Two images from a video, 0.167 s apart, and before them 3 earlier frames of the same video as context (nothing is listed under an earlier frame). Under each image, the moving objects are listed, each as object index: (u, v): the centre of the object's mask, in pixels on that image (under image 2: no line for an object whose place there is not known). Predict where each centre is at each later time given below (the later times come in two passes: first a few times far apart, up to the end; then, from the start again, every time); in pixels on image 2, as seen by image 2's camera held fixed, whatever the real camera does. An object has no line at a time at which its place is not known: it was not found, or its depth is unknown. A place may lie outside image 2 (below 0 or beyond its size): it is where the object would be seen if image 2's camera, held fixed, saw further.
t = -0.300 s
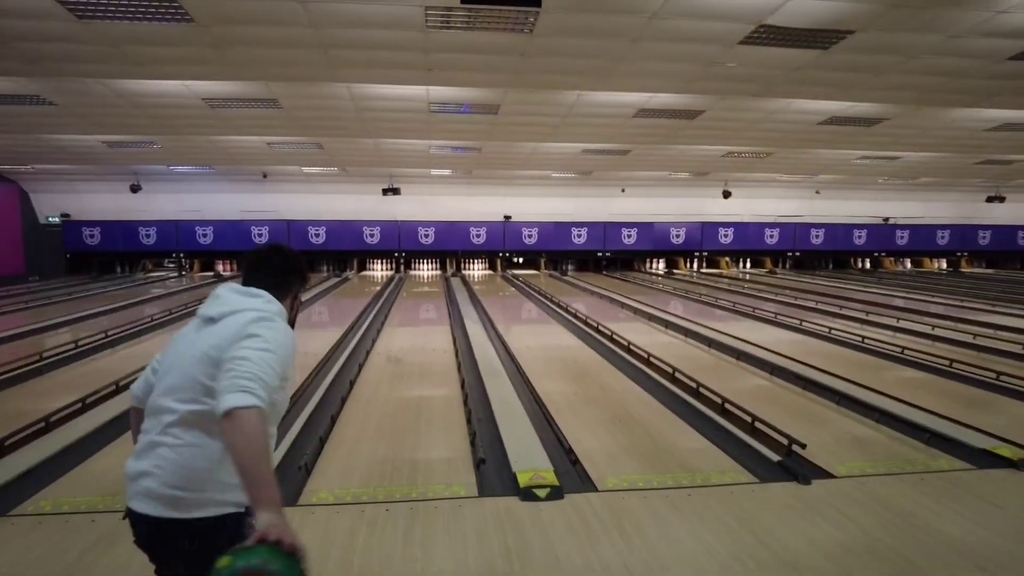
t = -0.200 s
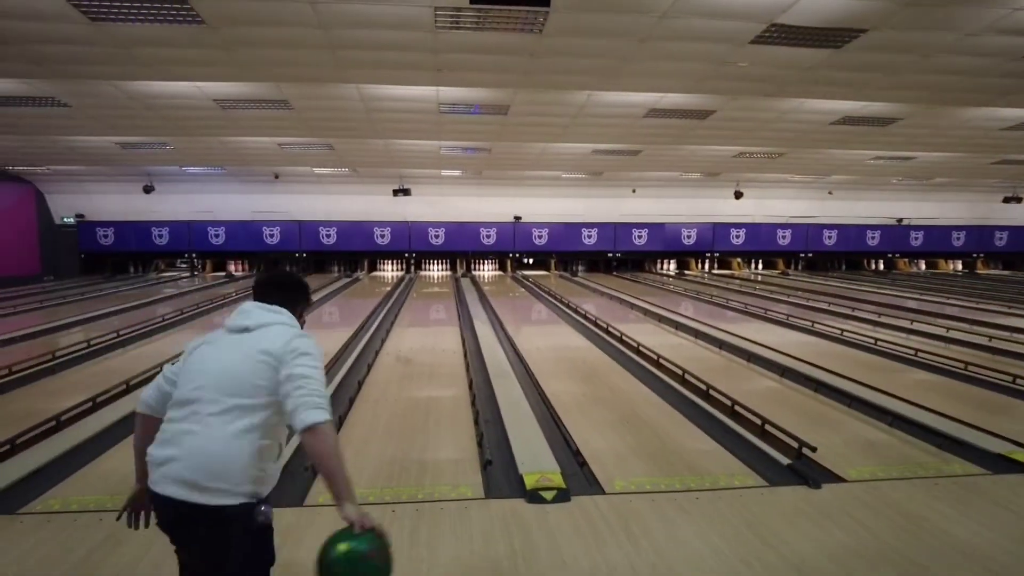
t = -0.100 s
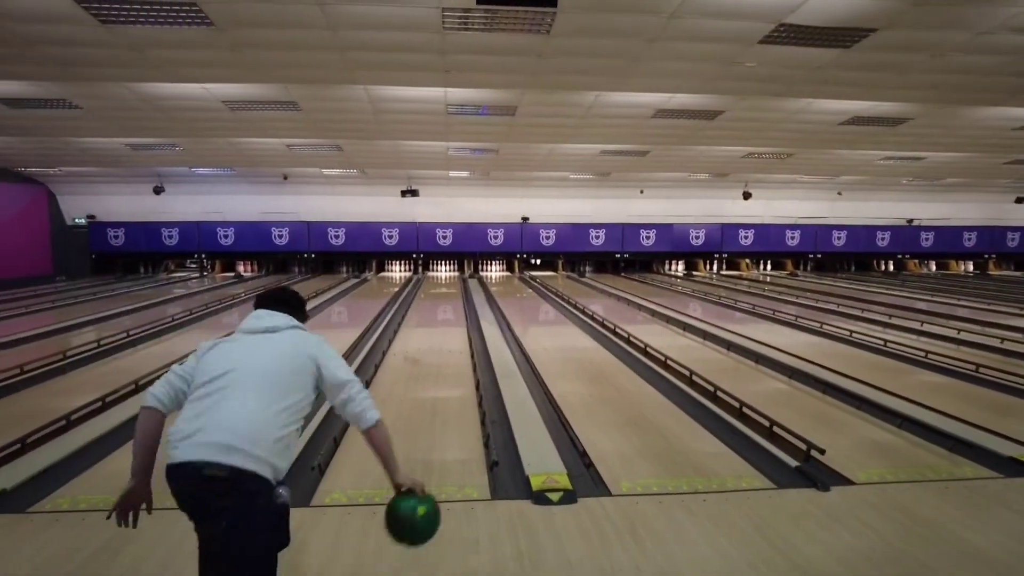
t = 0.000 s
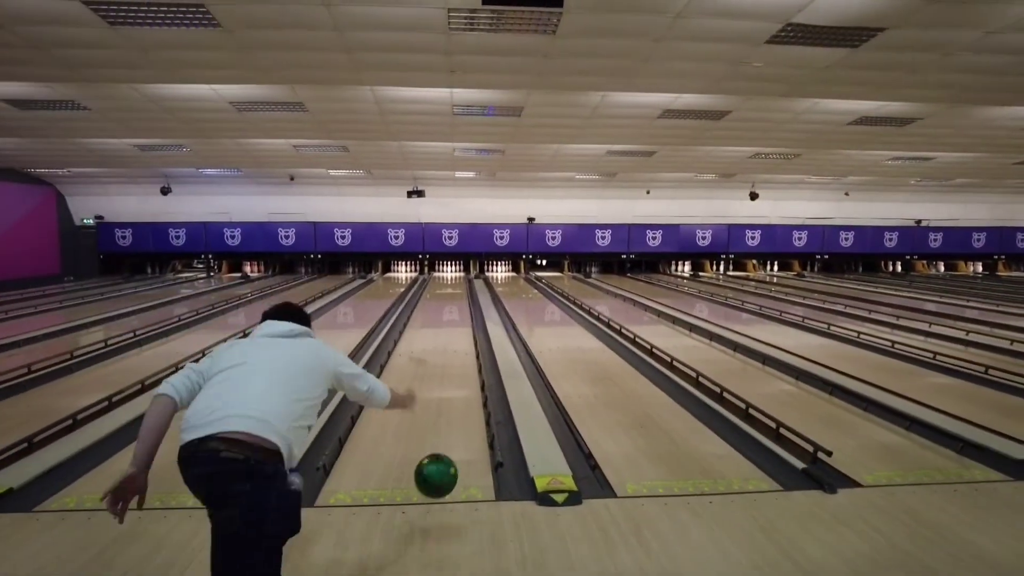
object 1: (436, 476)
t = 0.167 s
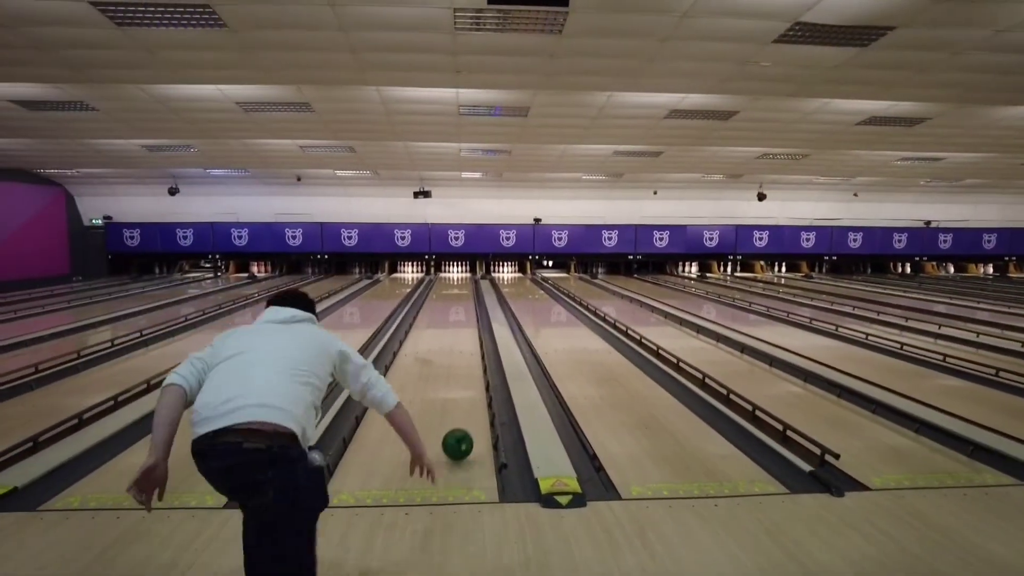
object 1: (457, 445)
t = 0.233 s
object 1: (462, 424)
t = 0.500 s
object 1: (473, 372)
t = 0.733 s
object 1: (473, 344)
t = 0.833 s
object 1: (470, 336)
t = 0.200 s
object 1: (460, 433)
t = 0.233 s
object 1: (462, 424)
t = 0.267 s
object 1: (464, 417)
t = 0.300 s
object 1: (465, 409)
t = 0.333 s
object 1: (467, 402)
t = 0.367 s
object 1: (468, 395)
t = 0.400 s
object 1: (469, 388)
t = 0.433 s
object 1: (471, 382)
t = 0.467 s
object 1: (472, 377)
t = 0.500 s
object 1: (473, 372)
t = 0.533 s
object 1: (474, 367)
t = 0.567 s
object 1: (474, 363)
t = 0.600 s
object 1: (475, 359)
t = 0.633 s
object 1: (476, 355)
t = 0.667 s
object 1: (475, 351)
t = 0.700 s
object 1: (474, 348)
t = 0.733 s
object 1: (473, 344)
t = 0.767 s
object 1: (472, 341)
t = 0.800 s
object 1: (471, 338)
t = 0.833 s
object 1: (470, 336)
